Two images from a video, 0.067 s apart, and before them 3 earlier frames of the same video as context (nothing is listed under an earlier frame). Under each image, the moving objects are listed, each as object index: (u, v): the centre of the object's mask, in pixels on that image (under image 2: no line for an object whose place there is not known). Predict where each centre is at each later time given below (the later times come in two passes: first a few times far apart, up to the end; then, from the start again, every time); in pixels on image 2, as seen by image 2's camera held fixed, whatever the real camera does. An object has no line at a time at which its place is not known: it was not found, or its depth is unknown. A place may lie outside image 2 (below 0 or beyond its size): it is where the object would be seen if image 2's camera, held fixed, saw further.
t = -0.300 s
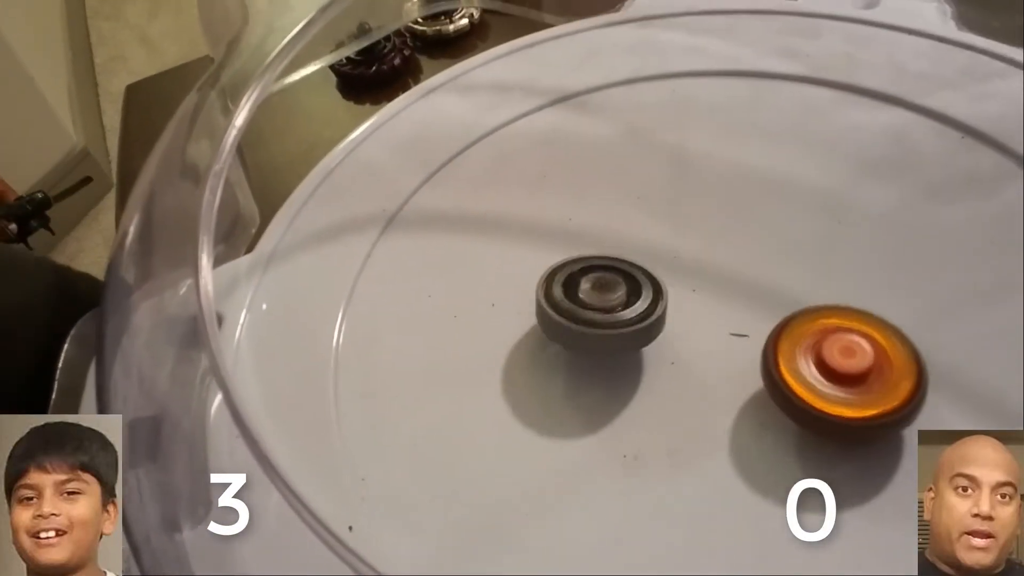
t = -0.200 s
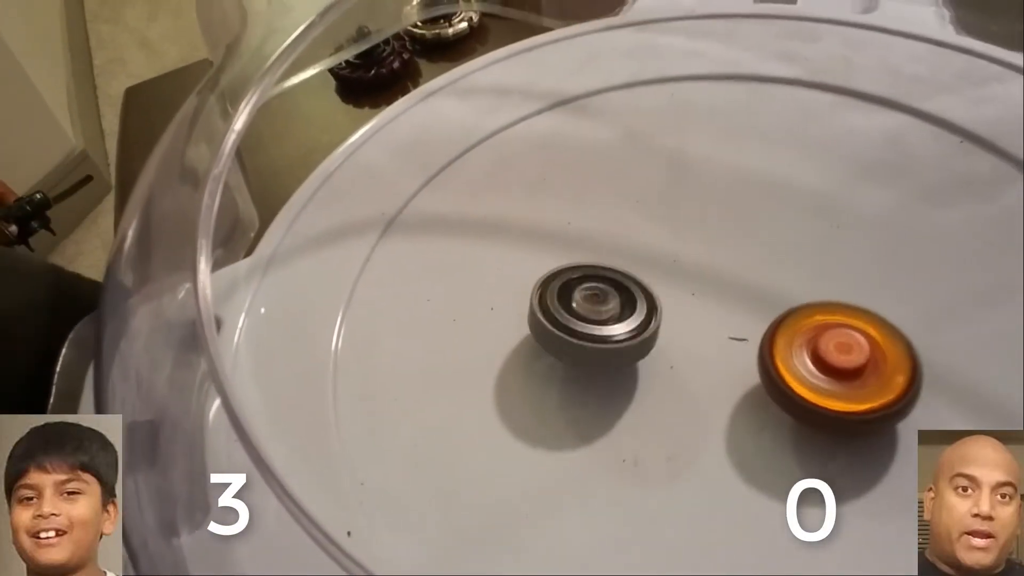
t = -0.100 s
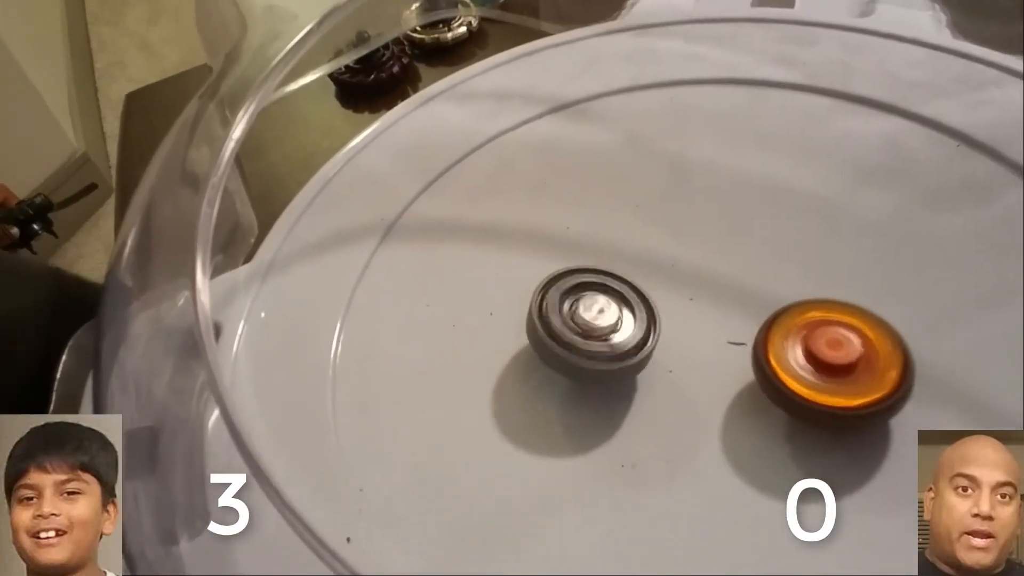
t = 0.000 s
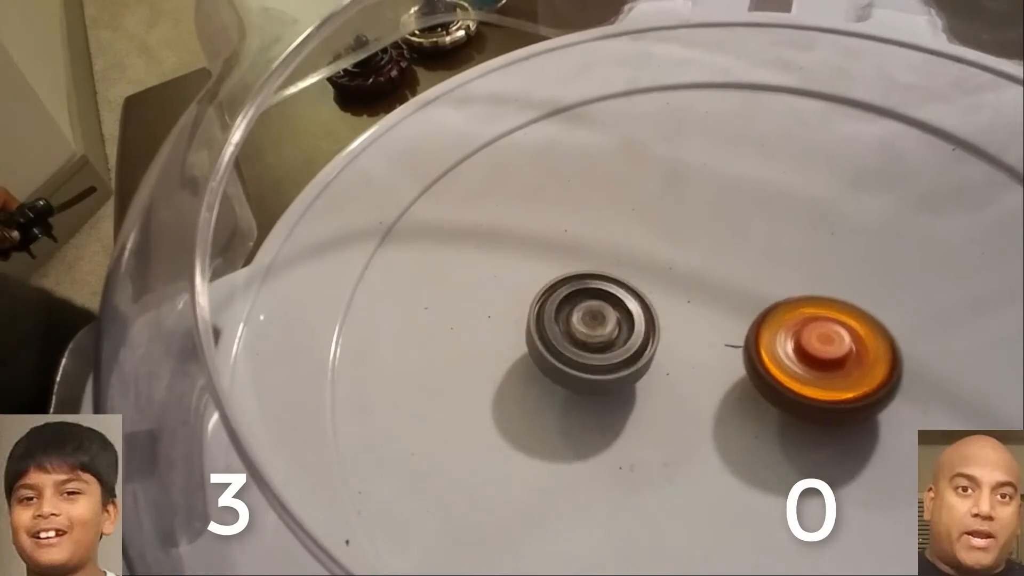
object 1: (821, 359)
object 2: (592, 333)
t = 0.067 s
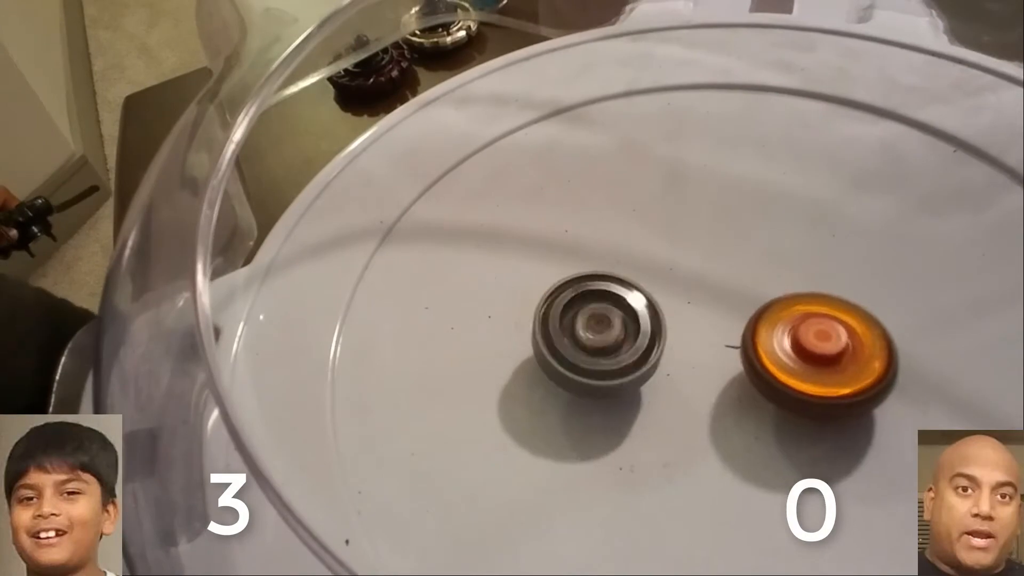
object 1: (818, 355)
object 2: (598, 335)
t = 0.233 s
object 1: (805, 345)
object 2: (628, 340)
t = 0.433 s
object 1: (824, 324)
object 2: (629, 360)
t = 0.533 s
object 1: (865, 320)
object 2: (581, 381)
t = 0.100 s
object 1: (816, 353)
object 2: (603, 335)
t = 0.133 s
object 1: (814, 350)
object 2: (608, 337)
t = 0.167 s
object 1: (811, 348)
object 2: (614, 336)
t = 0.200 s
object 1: (808, 347)
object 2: (621, 339)
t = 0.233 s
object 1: (805, 345)
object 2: (628, 340)
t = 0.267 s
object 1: (801, 343)
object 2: (633, 345)
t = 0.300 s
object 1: (800, 340)
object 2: (639, 346)
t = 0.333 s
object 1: (797, 338)
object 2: (644, 351)
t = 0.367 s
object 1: (794, 337)
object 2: (647, 353)
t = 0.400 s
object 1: (791, 335)
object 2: (652, 358)
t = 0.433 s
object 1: (824, 324)
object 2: (629, 360)
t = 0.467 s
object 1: (852, 320)
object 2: (607, 365)
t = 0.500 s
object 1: (864, 321)
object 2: (590, 371)
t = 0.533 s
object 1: (865, 320)
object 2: (581, 381)
